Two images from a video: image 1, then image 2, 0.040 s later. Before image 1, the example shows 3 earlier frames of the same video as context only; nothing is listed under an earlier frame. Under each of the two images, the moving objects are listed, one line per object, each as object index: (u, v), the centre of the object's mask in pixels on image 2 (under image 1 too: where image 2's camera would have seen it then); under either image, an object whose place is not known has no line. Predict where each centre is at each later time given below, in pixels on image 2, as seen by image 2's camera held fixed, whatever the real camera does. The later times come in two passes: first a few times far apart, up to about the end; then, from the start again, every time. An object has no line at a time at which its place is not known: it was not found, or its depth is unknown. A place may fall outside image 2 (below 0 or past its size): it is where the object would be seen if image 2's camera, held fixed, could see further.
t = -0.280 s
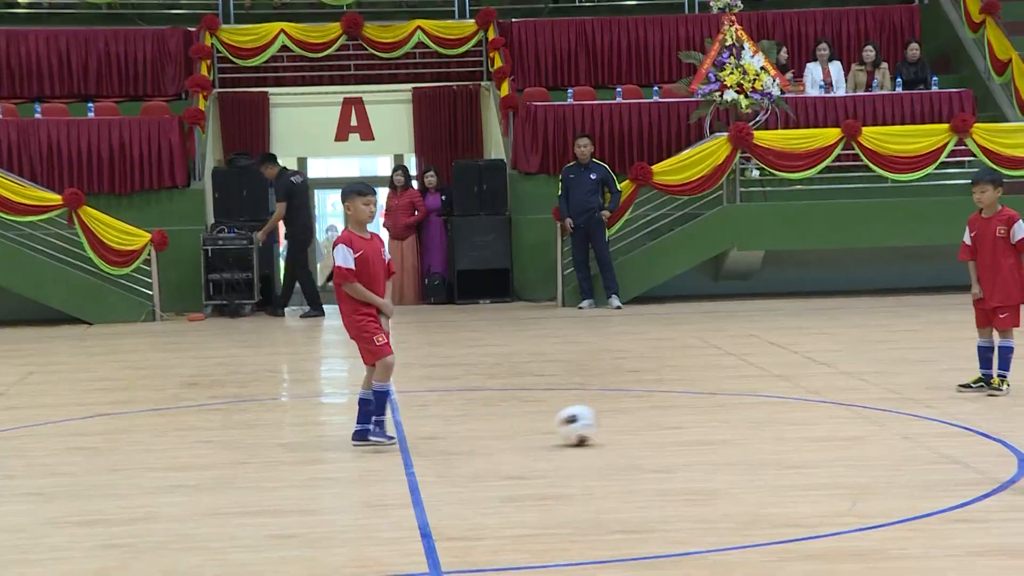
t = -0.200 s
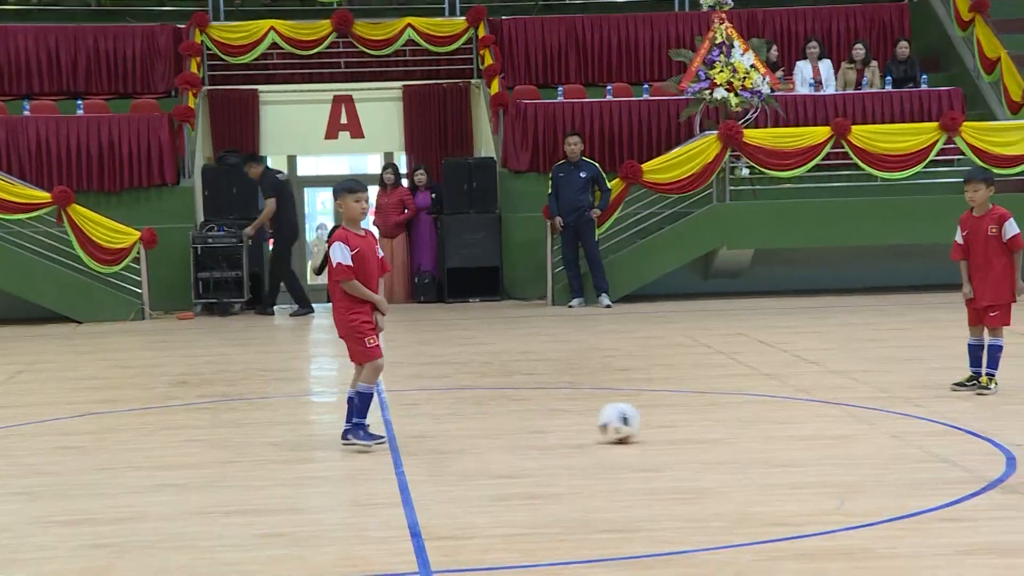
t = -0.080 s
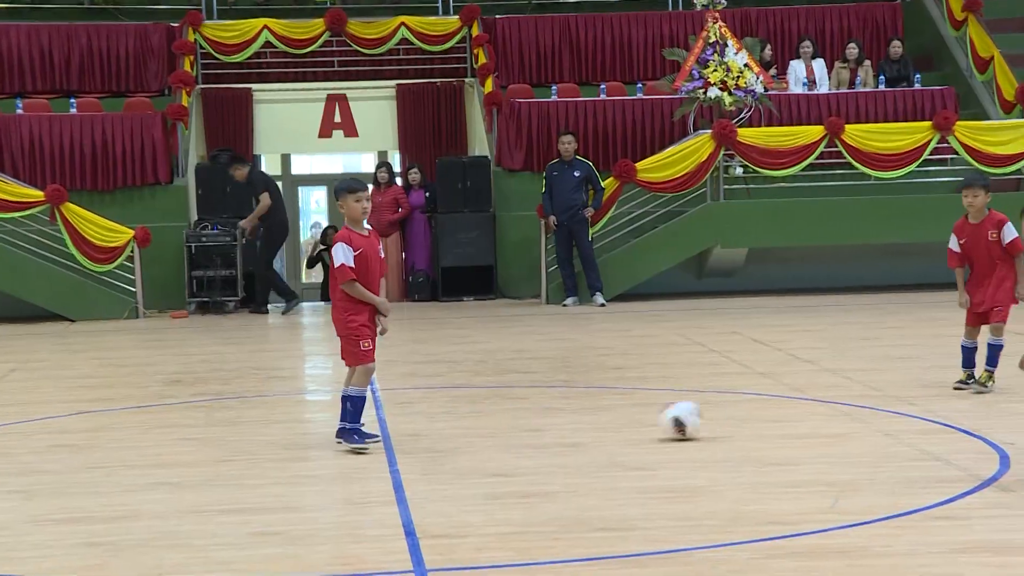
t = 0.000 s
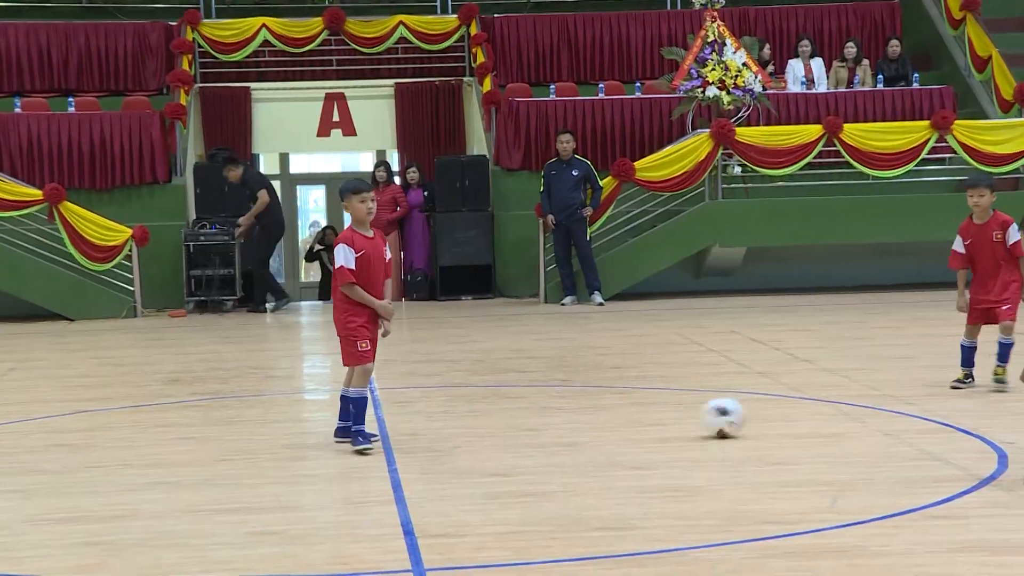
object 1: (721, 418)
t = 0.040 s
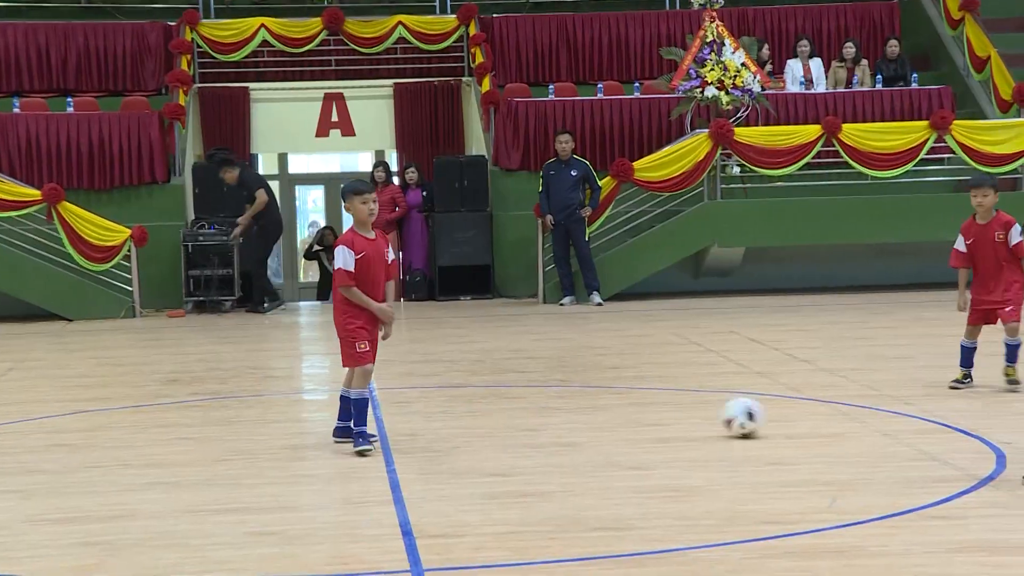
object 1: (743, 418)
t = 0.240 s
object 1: (850, 416)
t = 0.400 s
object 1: (937, 414)
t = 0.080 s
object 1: (764, 417)
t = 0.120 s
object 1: (785, 418)
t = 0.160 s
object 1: (806, 418)
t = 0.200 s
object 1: (827, 416)
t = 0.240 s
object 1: (850, 416)
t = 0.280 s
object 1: (870, 416)
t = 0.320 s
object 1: (893, 415)
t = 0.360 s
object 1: (914, 414)
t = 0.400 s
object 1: (937, 414)
